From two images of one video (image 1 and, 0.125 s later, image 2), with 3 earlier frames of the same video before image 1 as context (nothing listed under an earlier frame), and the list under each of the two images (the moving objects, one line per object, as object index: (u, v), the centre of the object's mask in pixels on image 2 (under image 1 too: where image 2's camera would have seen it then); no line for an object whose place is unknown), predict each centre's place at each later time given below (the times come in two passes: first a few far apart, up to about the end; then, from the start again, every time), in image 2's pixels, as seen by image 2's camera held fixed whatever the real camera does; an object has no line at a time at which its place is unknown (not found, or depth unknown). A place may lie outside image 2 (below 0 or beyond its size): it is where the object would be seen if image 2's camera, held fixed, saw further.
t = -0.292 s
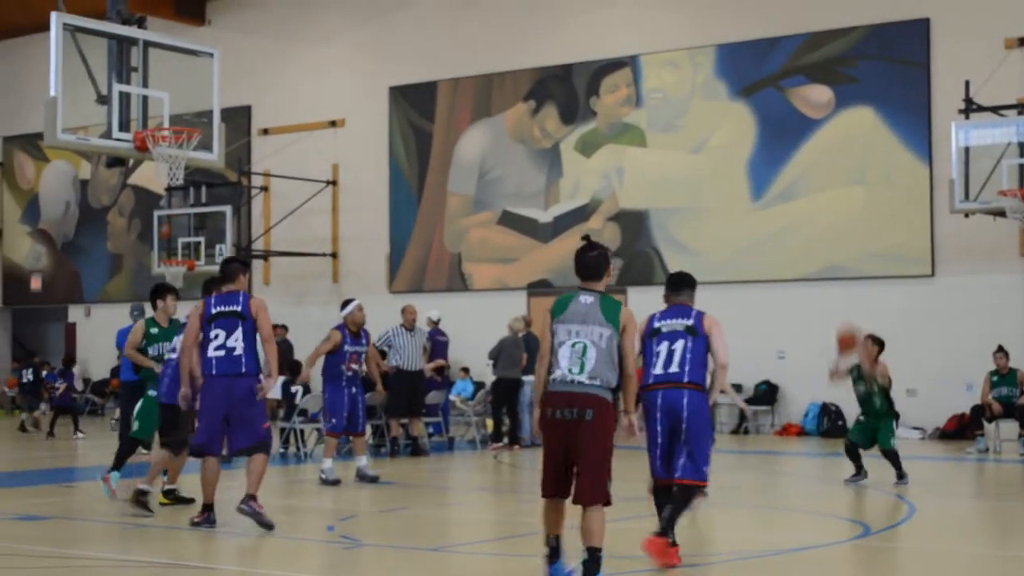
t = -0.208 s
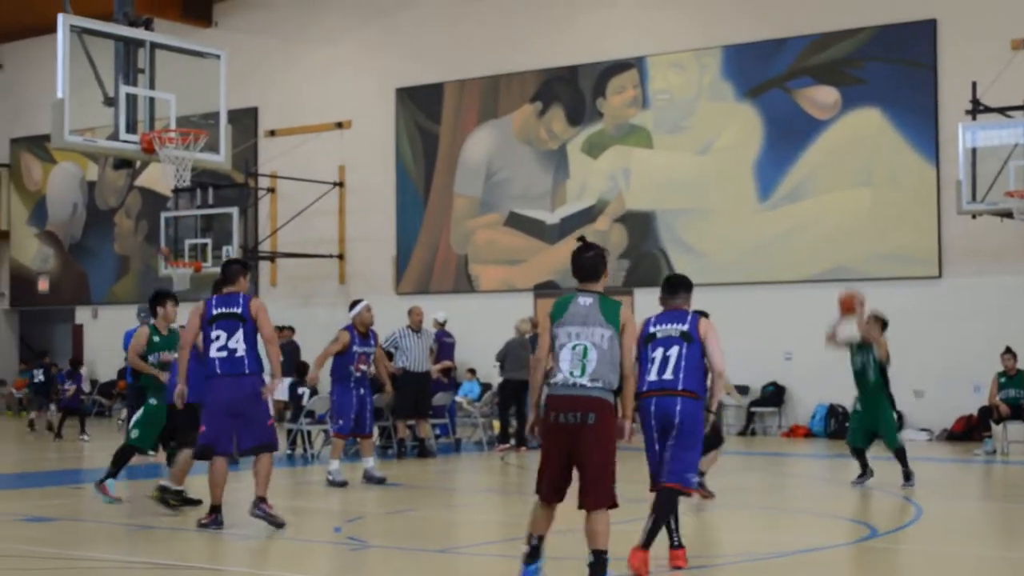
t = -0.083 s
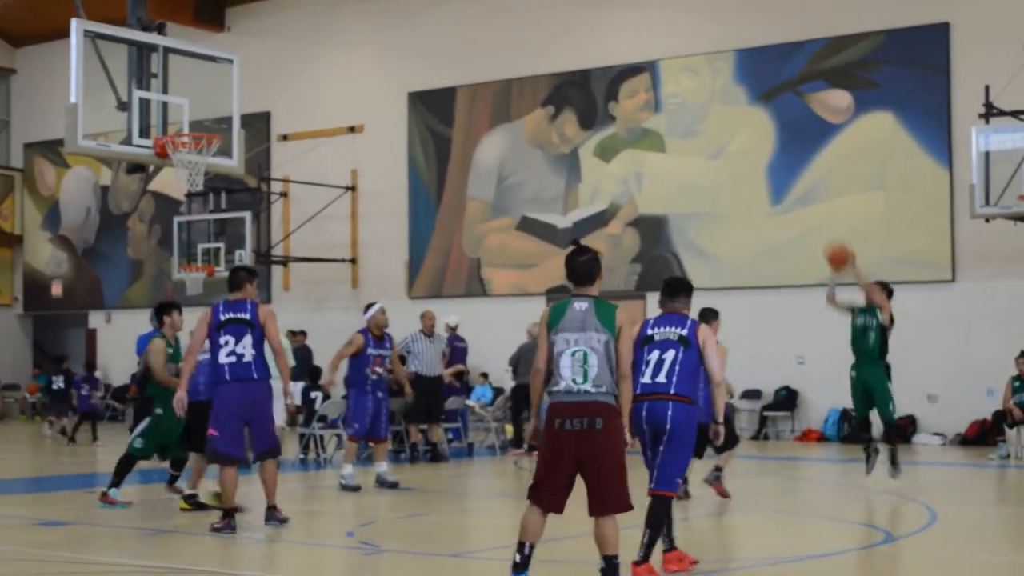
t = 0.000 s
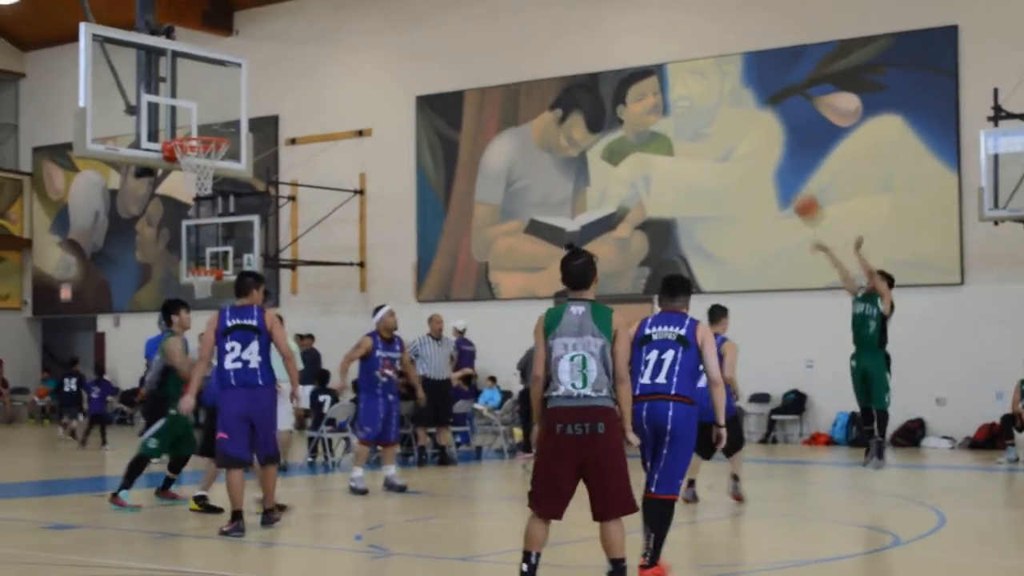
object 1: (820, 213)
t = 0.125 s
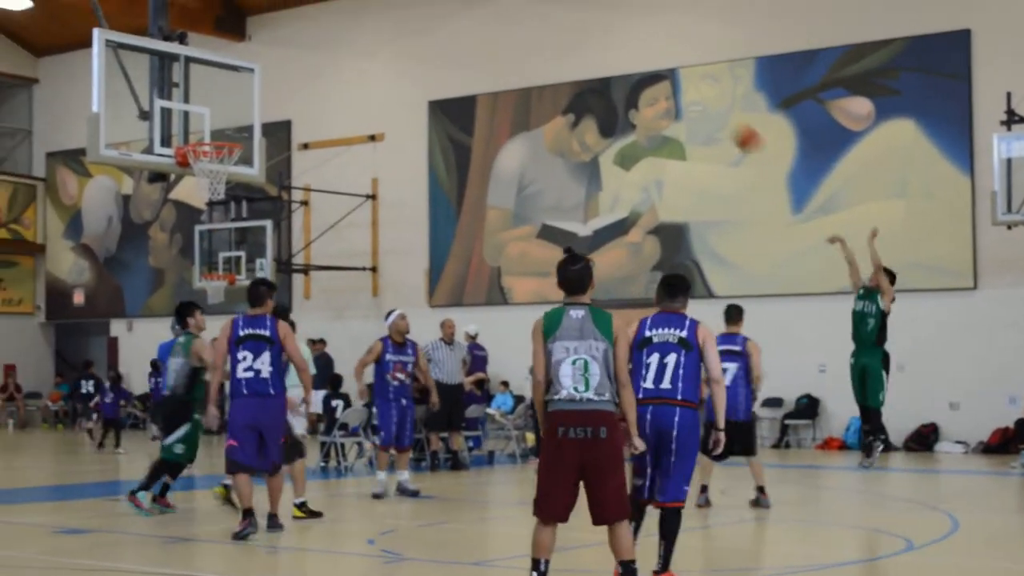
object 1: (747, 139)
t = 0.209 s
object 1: (699, 100)
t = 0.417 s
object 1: (575, 31)
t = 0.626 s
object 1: (451, 10)
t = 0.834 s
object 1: (329, 38)
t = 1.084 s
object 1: (181, 131)
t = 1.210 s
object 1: (142, 102)
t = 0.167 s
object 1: (723, 118)
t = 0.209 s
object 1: (699, 100)
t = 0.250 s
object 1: (673, 82)
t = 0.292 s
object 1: (649, 67)
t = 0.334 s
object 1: (624, 53)
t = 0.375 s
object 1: (598, 41)
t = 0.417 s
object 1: (575, 31)
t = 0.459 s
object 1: (550, 23)
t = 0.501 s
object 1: (526, 17)
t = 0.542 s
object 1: (502, 13)
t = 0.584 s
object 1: (476, 11)
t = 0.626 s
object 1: (451, 10)
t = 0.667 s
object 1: (428, 12)
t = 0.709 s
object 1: (404, 15)
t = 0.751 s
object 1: (379, 21)
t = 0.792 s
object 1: (354, 29)
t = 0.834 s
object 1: (329, 38)
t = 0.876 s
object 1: (305, 50)
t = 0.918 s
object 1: (280, 63)
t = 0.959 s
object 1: (254, 80)
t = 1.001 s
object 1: (229, 97)
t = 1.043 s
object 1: (205, 117)
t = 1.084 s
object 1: (181, 131)
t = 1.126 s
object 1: (164, 120)
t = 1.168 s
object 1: (147, 111)
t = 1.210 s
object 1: (142, 102)
